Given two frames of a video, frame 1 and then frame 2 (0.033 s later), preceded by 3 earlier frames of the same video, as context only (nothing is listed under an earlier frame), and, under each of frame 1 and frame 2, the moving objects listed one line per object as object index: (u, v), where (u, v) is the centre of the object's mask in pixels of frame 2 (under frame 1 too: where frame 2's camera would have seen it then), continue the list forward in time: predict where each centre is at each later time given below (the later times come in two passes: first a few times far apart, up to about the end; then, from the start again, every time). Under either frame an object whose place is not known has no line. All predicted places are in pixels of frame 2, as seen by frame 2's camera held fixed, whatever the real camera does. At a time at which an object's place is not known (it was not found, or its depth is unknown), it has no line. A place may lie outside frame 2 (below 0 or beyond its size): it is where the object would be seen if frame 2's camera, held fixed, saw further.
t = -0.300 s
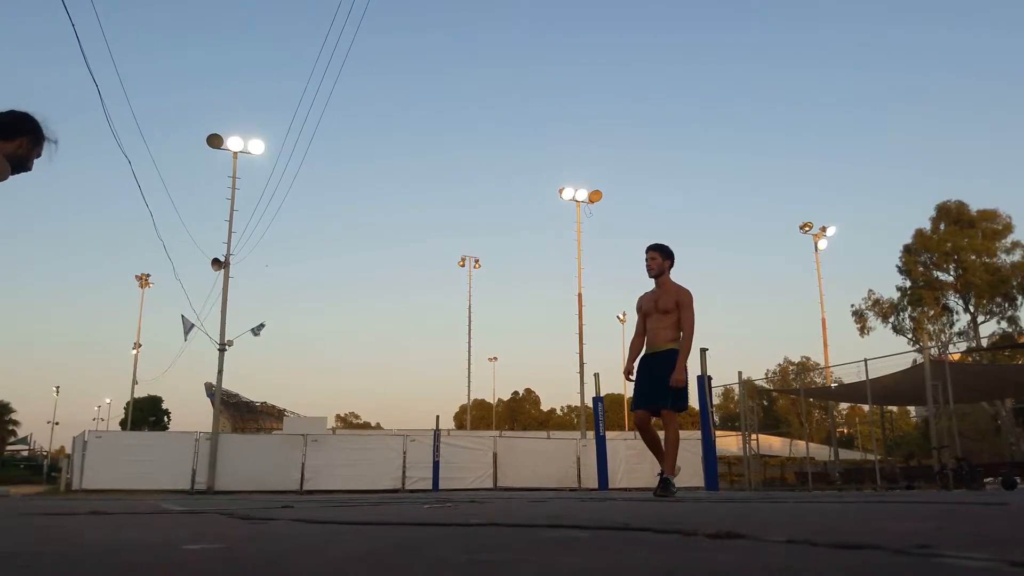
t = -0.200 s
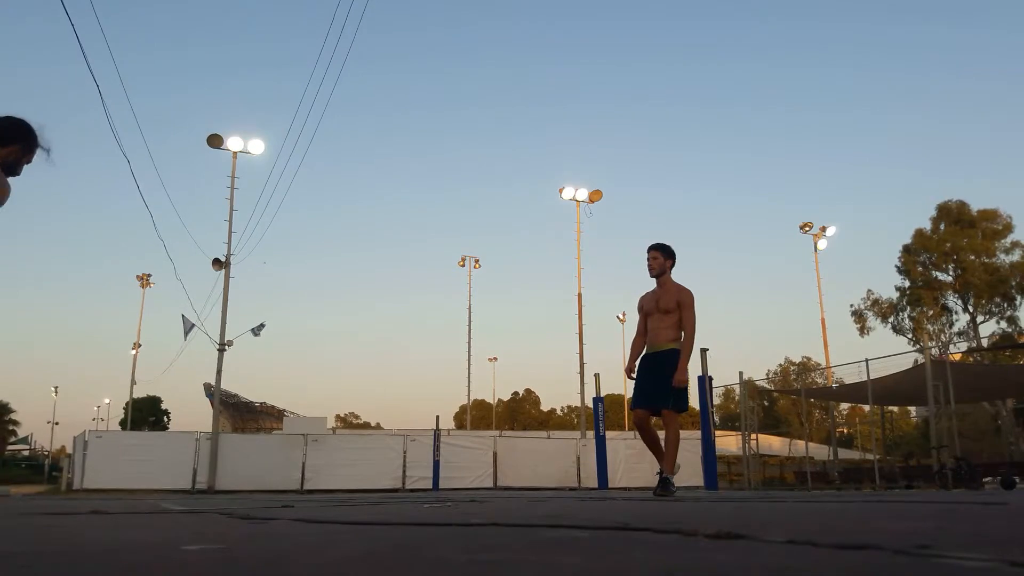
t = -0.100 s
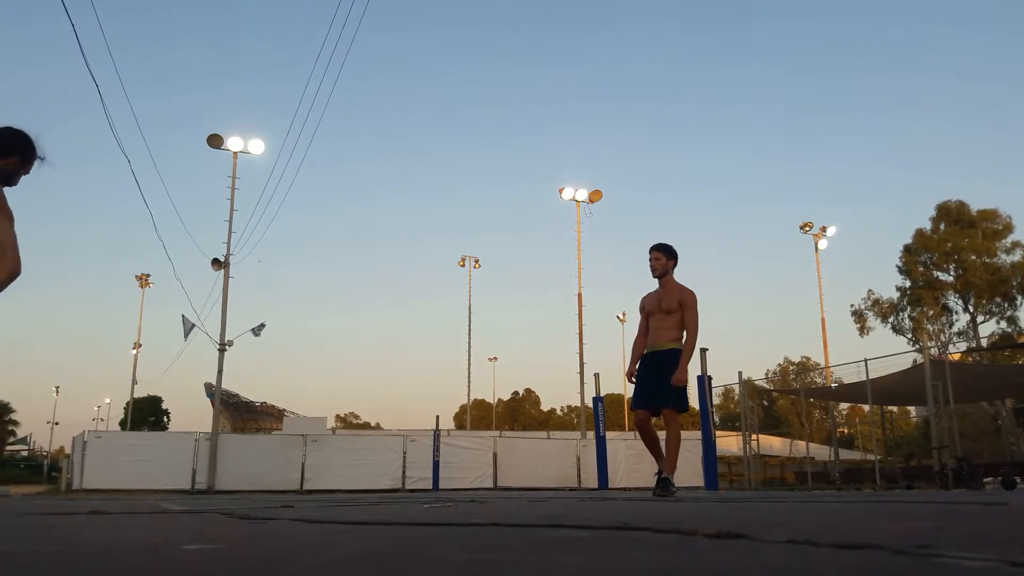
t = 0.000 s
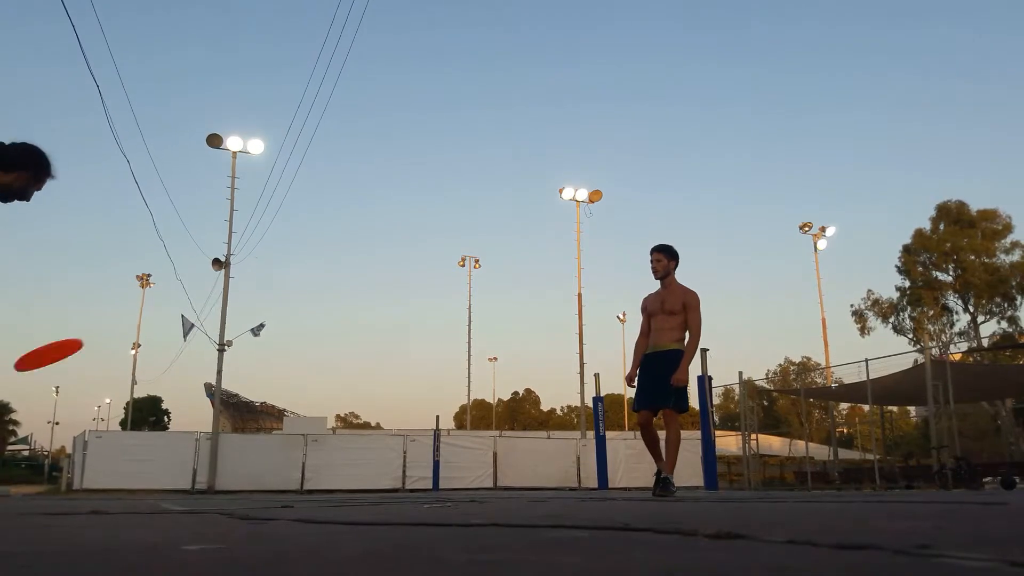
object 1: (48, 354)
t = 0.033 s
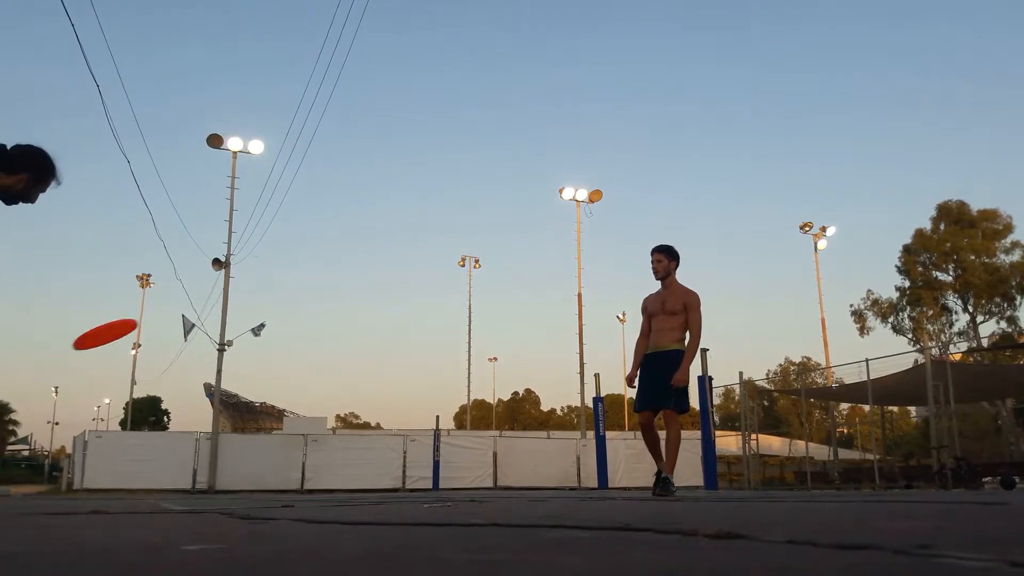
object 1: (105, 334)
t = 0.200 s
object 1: (322, 279)
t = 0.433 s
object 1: (512, 279)
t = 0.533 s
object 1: (570, 292)
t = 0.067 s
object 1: (156, 317)
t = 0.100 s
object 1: (203, 304)
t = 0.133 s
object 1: (246, 293)
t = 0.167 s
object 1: (285, 285)
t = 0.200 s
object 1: (322, 279)
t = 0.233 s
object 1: (356, 276)
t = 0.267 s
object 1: (387, 273)
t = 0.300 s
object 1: (416, 272)
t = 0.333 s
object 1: (442, 273)
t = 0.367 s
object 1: (467, 274)
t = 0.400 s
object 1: (490, 276)
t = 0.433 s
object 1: (512, 279)
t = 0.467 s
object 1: (533, 283)
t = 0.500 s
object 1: (552, 287)
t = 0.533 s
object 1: (570, 292)
